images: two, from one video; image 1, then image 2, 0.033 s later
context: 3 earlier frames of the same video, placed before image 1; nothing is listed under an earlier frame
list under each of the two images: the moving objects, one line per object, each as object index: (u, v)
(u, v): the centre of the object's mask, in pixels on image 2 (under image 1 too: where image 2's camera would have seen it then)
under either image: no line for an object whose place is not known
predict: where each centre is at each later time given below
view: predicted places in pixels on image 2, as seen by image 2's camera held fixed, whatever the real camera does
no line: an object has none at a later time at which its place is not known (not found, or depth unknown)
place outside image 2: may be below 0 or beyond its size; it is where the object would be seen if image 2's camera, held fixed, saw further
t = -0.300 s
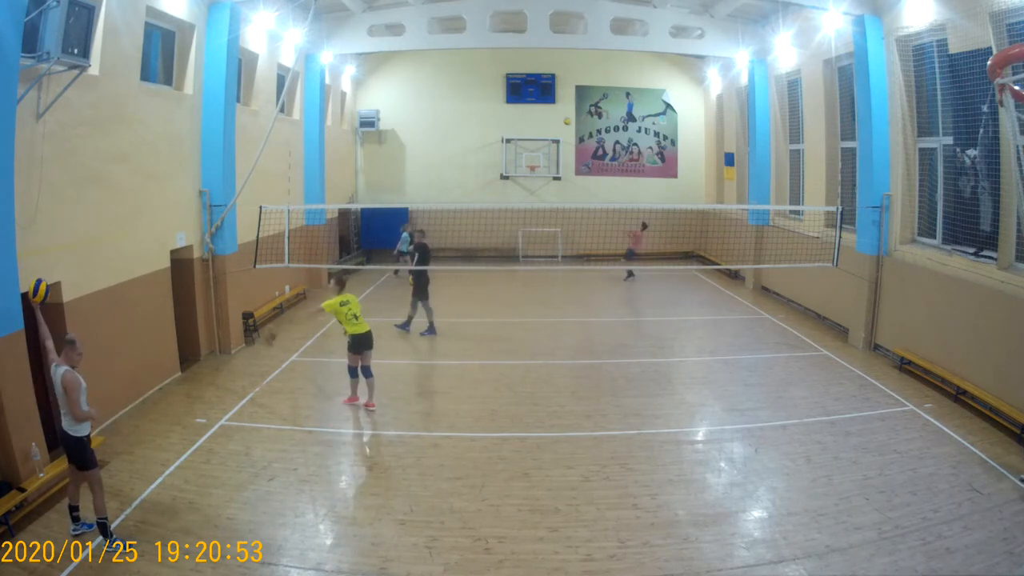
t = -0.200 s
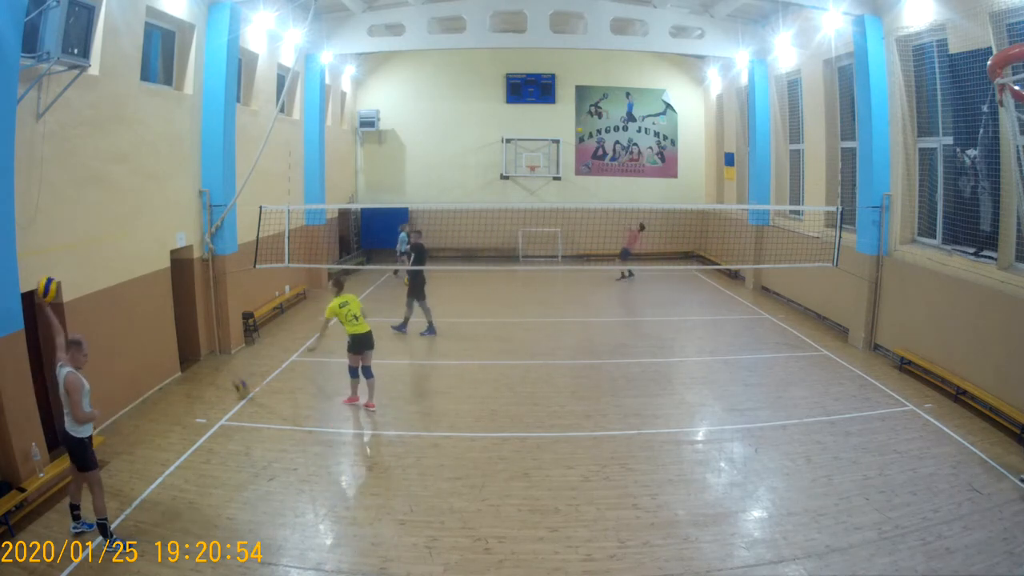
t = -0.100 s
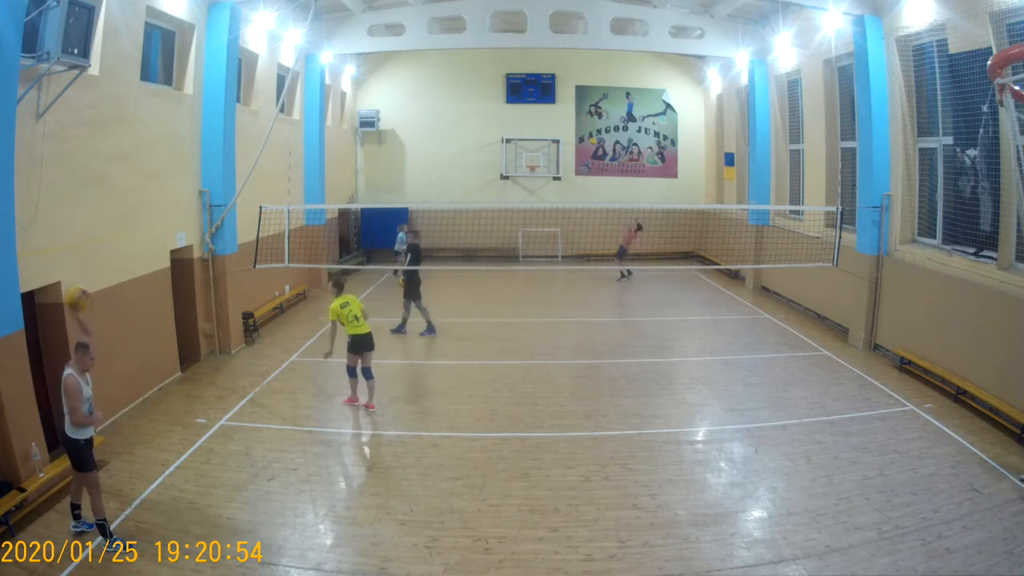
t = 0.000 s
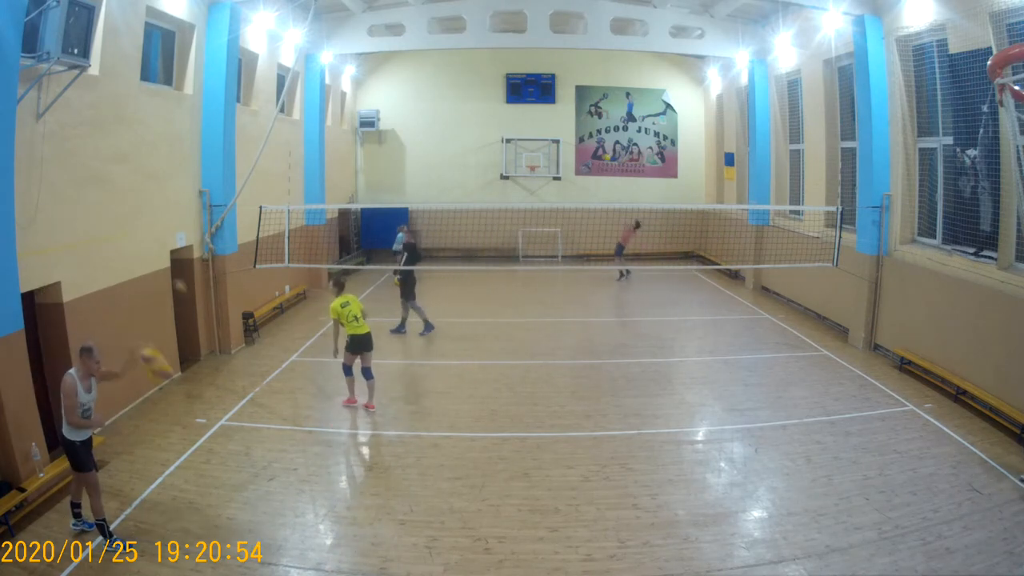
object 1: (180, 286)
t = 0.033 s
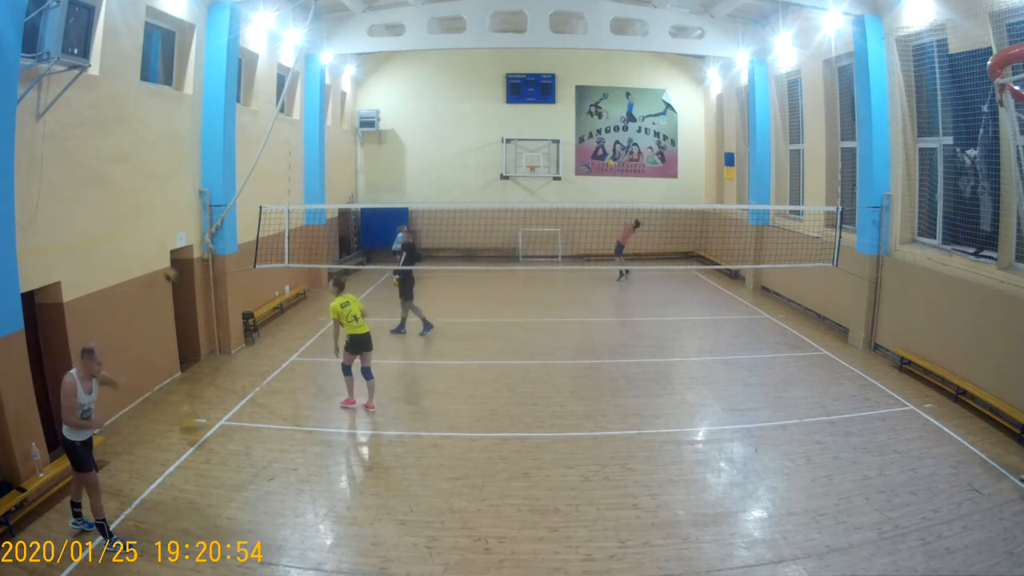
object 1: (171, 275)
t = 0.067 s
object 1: (162, 264)
